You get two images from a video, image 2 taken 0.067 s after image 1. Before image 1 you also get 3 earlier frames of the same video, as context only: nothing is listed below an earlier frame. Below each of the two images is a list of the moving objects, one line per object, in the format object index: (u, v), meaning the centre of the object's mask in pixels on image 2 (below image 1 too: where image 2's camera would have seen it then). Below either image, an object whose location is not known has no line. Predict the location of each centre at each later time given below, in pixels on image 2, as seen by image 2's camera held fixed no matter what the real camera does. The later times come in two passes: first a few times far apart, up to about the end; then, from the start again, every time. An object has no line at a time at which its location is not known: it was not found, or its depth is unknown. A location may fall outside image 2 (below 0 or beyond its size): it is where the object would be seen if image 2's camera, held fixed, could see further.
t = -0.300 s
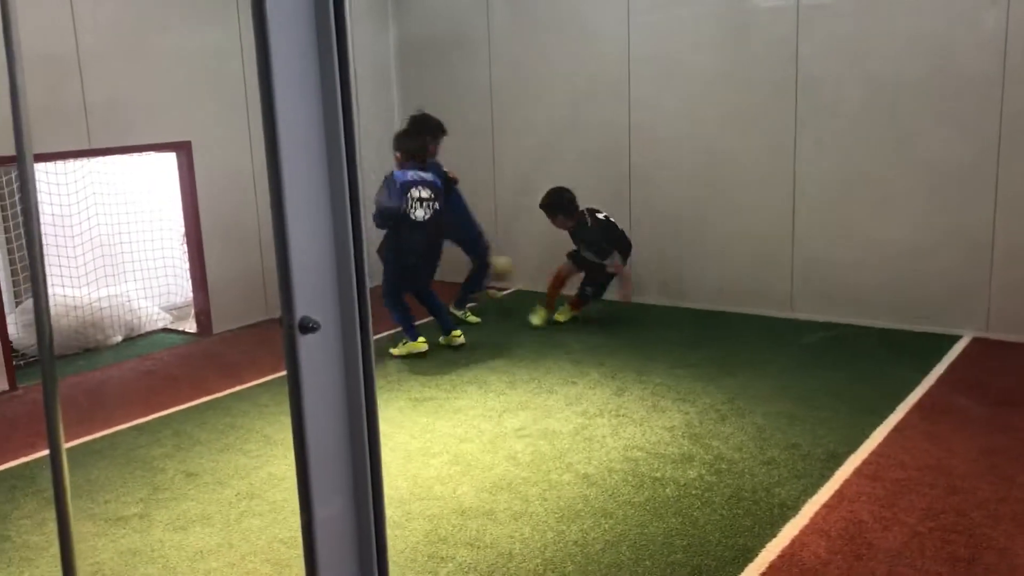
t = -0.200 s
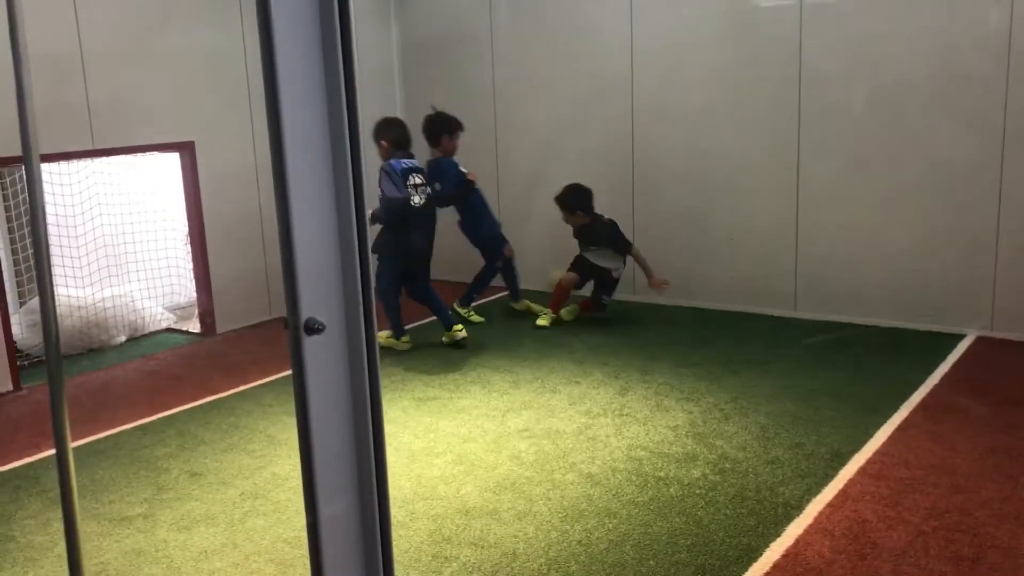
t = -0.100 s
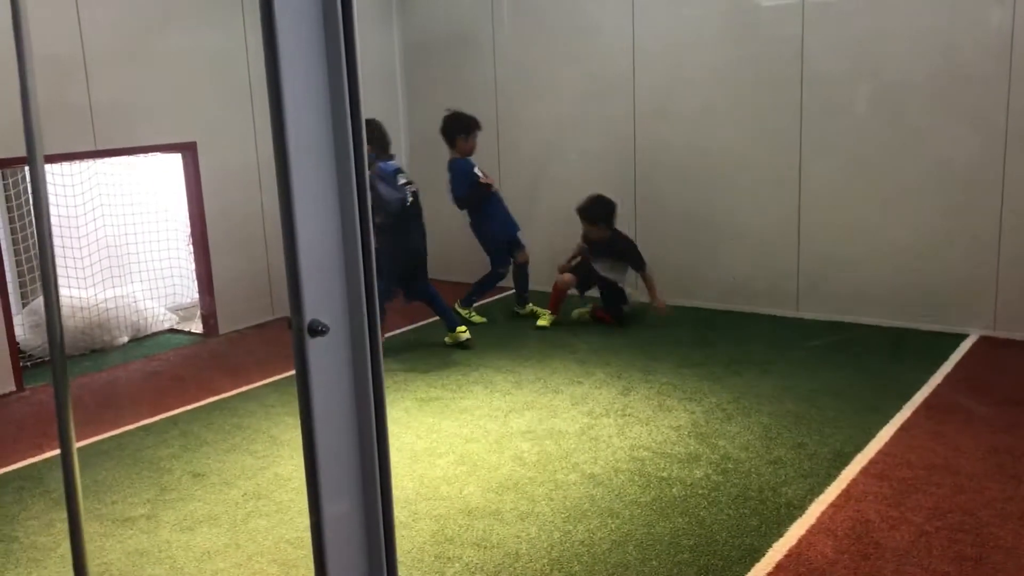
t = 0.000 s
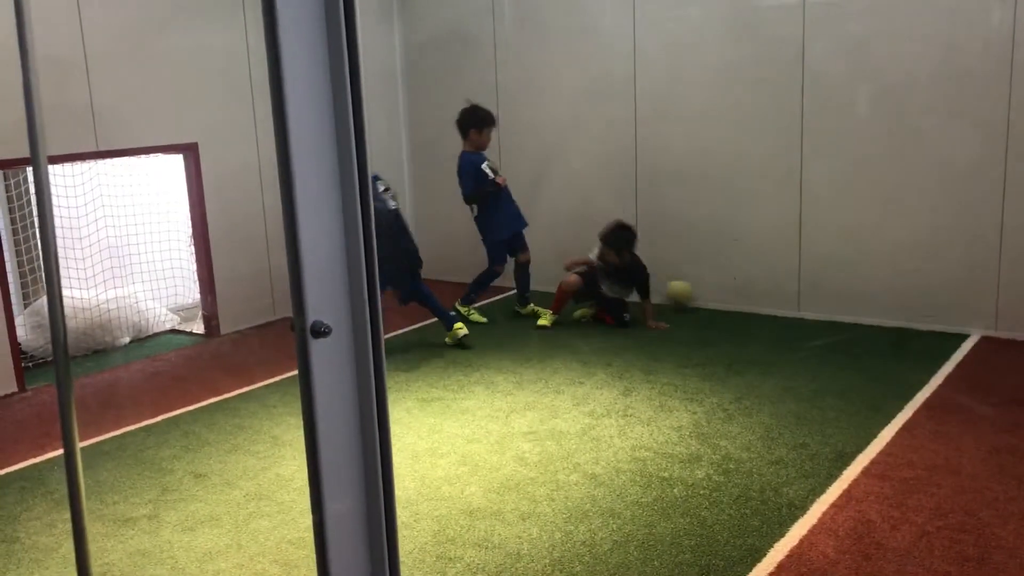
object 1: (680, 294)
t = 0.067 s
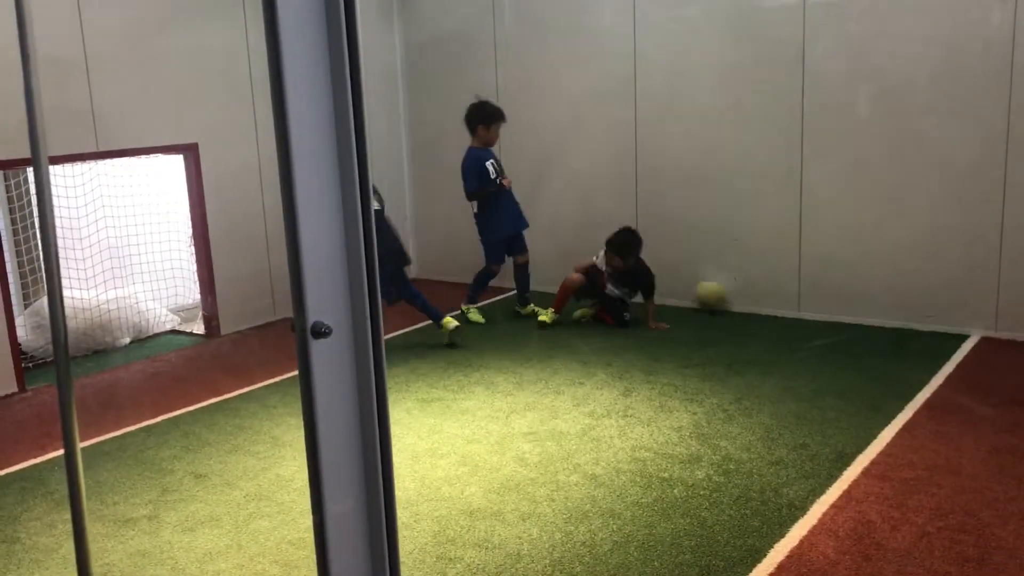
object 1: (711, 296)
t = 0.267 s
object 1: (745, 312)
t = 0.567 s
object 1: (821, 330)
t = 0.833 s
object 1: (902, 346)
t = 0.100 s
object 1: (713, 297)
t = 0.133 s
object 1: (716, 302)
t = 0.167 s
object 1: (720, 307)
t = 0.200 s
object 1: (728, 307)
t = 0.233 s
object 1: (736, 309)
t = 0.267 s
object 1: (745, 312)
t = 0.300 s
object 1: (753, 315)
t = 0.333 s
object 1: (761, 316)
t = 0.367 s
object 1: (769, 319)
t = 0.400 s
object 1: (778, 320)
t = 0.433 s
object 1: (787, 323)
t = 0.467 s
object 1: (795, 324)
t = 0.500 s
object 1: (804, 326)
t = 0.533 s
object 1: (812, 328)
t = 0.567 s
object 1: (821, 330)
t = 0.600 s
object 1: (832, 332)
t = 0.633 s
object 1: (842, 335)
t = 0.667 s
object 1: (852, 336)
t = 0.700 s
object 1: (861, 338)
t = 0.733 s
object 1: (871, 340)
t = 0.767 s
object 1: (881, 342)
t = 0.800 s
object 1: (891, 344)
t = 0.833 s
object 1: (902, 346)
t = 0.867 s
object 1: (912, 348)
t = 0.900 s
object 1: (923, 350)
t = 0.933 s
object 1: (933, 351)
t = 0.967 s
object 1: (946, 353)
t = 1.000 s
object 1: (955, 355)
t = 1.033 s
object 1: (967, 357)
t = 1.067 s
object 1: (978, 360)
